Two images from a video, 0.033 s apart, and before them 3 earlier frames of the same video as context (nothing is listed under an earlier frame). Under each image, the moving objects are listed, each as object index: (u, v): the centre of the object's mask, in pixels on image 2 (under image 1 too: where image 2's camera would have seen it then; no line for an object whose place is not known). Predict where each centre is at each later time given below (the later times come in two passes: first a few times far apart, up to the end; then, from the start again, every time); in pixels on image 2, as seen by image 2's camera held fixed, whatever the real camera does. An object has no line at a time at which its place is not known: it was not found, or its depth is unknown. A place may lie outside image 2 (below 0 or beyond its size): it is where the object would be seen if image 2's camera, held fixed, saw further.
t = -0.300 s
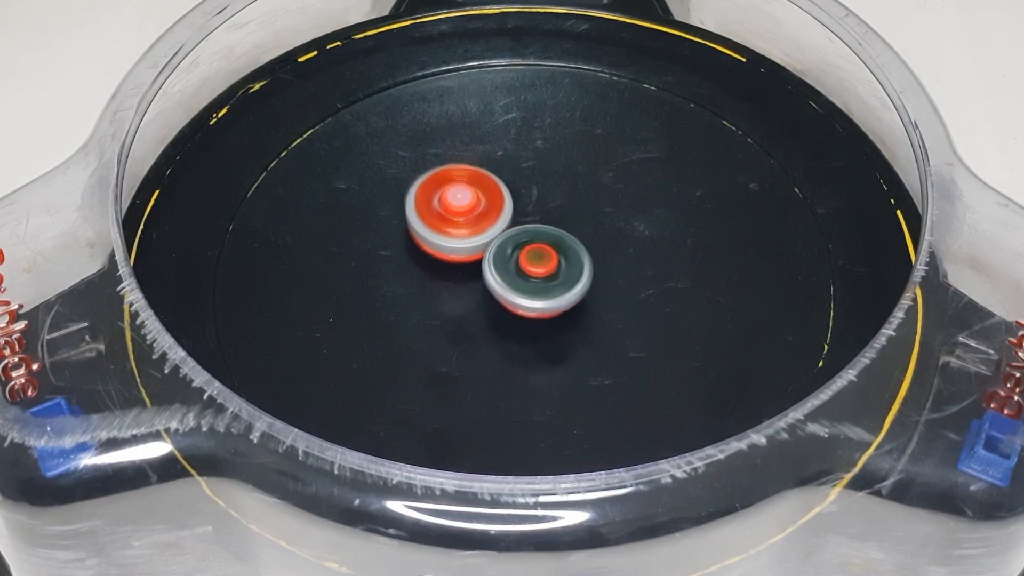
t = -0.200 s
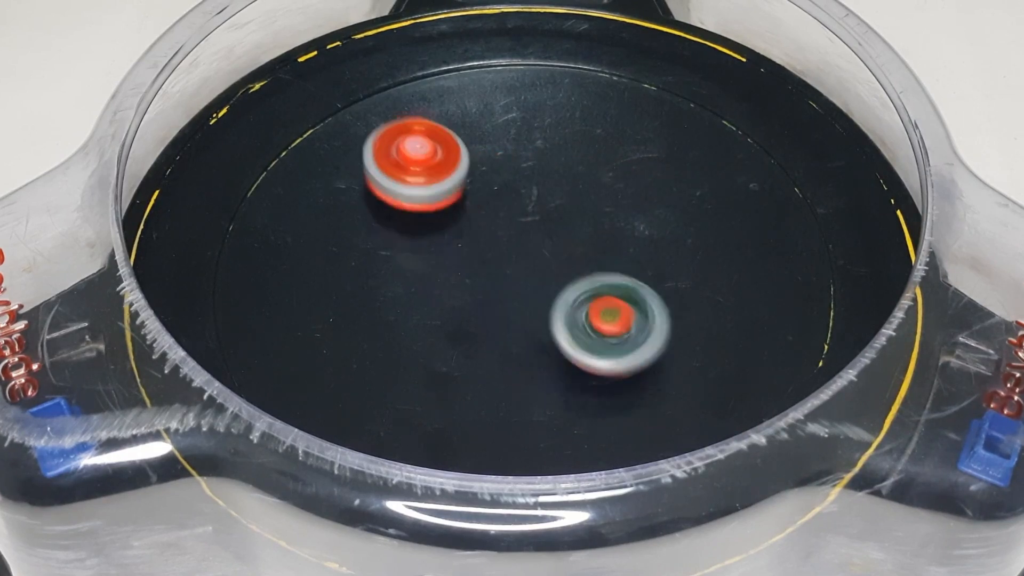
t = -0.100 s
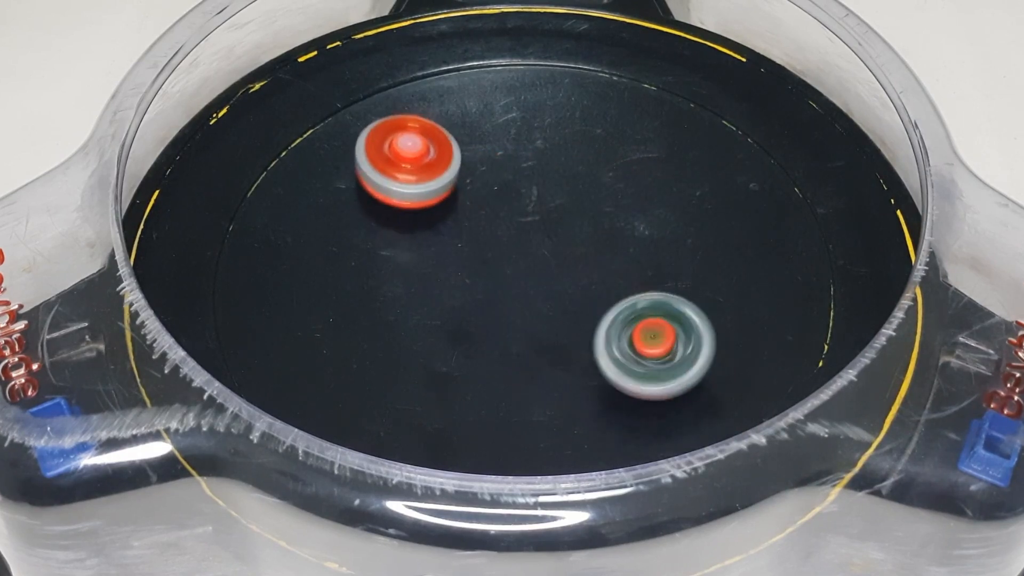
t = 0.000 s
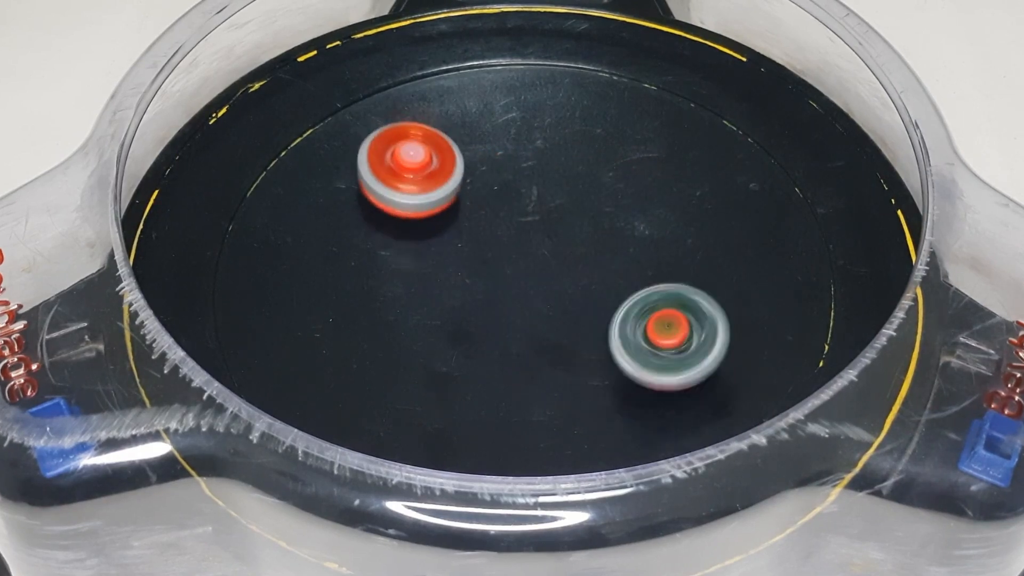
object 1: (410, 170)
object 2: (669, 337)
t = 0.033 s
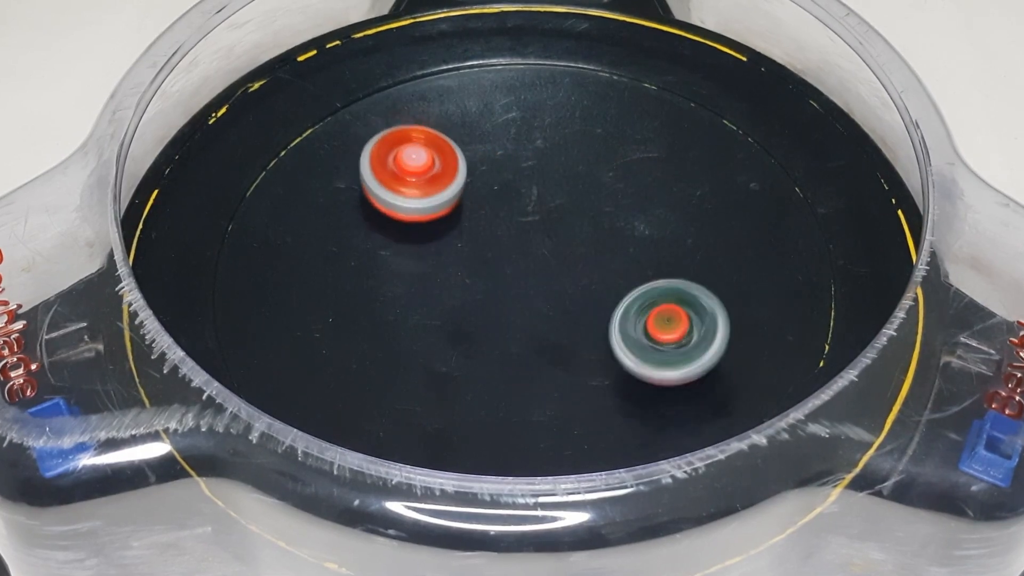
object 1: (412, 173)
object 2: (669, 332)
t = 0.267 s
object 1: (438, 197)
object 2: (628, 291)
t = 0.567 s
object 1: (458, 216)
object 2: (604, 283)
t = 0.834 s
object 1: (456, 239)
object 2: (638, 293)
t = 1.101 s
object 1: (475, 281)
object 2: (614, 267)
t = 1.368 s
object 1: (500, 312)
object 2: (594, 242)
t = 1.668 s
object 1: (523, 327)
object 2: (581, 219)
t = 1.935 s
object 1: (539, 322)
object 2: (578, 209)
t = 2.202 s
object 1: (554, 305)
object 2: (574, 212)
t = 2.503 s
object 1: (556, 318)
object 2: (572, 165)
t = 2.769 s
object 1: (569, 305)
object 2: (550, 182)
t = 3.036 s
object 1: (581, 280)
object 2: (528, 201)
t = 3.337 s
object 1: (601, 273)
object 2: (492, 198)
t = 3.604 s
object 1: (604, 262)
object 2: (480, 205)
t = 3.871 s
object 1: (597, 252)
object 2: (482, 215)
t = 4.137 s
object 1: (592, 245)
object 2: (483, 227)
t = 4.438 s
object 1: (645, 248)
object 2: (405, 219)
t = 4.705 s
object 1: (636, 247)
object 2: (456, 238)
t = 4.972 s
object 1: (603, 243)
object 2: (488, 244)
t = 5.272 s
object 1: (691, 219)
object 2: (320, 255)
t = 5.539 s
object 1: (669, 202)
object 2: (390, 292)
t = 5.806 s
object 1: (630, 202)
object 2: (517, 265)
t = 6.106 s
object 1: (606, 179)
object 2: (481, 289)
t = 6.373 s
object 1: (567, 175)
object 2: (501, 298)
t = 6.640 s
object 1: (533, 180)
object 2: (511, 303)
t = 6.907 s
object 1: (506, 190)
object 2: (522, 297)
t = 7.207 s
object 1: (482, 204)
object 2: (541, 285)
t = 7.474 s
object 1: (471, 219)
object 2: (558, 278)
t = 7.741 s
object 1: (468, 235)
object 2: (569, 276)
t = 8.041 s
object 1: (463, 247)
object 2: (581, 281)
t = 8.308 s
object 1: (464, 257)
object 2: (578, 275)
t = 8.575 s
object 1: (467, 264)
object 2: (585, 265)
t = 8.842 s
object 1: (475, 270)
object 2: (595, 255)
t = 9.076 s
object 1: (488, 276)
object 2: (597, 249)
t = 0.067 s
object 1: (416, 177)
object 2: (667, 327)
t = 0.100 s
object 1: (420, 181)
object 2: (664, 321)
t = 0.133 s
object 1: (424, 185)
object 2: (658, 315)
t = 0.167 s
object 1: (428, 188)
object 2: (652, 308)
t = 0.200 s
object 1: (431, 191)
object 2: (644, 302)
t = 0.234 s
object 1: (434, 194)
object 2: (636, 296)
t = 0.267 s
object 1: (438, 197)
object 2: (628, 291)
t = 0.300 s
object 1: (442, 200)
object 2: (619, 286)
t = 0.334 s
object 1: (446, 203)
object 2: (610, 281)
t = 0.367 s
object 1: (451, 207)
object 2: (602, 277)
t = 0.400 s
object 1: (457, 211)
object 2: (594, 274)
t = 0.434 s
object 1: (462, 216)
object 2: (587, 272)
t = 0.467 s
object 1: (468, 220)
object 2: (581, 270)
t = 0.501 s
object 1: (474, 225)
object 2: (577, 269)
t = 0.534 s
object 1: (472, 224)
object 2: (581, 272)
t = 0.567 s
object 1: (458, 216)
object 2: (604, 283)
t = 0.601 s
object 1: (449, 212)
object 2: (623, 292)
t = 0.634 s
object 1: (447, 211)
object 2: (636, 299)
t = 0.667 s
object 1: (448, 215)
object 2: (643, 302)
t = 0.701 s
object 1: (449, 219)
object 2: (645, 303)
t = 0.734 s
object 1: (451, 224)
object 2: (644, 301)
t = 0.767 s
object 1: (452, 229)
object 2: (643, 299)
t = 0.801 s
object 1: (454, 234)
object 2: (641, 296)
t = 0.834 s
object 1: (456, 239)
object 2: (638, 293)
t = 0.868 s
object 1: (458, 244)
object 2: (636, 290)
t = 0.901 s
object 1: (460, 250)
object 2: (633, 287)
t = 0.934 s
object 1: (462, 255)
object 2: (629, 284)
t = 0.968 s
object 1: (465, 260)
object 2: (627, 281)
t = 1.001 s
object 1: (467, 266)
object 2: (623, 277)
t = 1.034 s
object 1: (469, 271)
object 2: (620, 274)
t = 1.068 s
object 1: (472, 276)
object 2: (617, 271)
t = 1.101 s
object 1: (475, 281)
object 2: (614, 267)
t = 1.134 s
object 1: (478, 285)
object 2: (611, 264)
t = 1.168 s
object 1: (481, 290)
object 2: (608, 261)
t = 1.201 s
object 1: (485, 294)
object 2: (606, 257)
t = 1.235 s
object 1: (488, 298)
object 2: (603, 254)
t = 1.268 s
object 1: (491, 302)
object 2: (601, 251)
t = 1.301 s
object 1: (494, 305)
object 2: (598, 248)
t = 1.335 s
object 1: (497, 309)
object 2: (596, 245)
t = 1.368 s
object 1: (500, 312)
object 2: (594, 242)
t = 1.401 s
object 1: (503, 315)
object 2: (592, 239)
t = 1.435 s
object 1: (506, 317)
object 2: (590, 236)
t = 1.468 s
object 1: (509, 319)
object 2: (589, 233)
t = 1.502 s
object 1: (512, 321)
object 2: (587, 230)
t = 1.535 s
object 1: (514, 323)
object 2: (586, 227)
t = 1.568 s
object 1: (516, 324)
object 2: (584, 225)
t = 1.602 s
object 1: (519, 325)
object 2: (583, 223)
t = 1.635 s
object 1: (521, 326)
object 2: (582, 221)
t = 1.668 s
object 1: (523, 327)
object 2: (581, 219)
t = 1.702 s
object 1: (525, 327)
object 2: (581, 217)
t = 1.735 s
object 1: (527, 327)
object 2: (580, 215)
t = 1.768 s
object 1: (529, 327)
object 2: (579, 214)
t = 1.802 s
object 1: (531, 327)
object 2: (579, 212)
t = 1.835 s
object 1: (533, 326)
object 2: (579, 211)
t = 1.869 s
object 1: (535, 325)
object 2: (578, 211)
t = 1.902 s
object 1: (537, 324)
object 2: (578, 210)
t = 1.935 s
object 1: (539, 322)
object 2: (578, 209)
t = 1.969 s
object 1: (541, 320)
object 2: (578, 209)
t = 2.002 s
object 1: (543, 319)
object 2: (577, 209)
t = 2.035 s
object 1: (545, 317)
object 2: (577, 209)
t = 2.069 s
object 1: (547, 315)
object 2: (577, 210)
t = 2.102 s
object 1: (549, 312)
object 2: (576, 210)
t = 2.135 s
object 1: (550, 310)
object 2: (576, 211)
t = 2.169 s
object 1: (552, 308)
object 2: (575, 212)
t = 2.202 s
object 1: (554, 305)
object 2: (574, 212)
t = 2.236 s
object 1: (556, 303)
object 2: (573, 211)
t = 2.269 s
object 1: (552, 313)
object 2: (578, 195)
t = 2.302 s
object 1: (549, 321)
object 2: (581, 180)
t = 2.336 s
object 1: (548, 324)
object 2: (583, 169)
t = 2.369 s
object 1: (549, 323)
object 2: (583, 163)
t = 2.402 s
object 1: (550, 322)
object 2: (582, 162)
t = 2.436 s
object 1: (552, 321)
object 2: (579, 163)
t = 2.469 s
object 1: (554, 319)
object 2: (576, 164)
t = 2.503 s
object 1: (556, 318)
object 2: (572, 165)
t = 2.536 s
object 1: (558, 317)
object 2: (569, 167)
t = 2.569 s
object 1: (559, 316)
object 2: (566, 170)
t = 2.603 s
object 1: (561, 314)
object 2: (563, 172)
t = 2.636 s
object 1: (562, 313)
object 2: (560, 174)
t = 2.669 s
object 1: (564, 311)
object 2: (557, 176)
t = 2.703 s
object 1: (566, 309)
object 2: (555, 178)
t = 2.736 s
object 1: (567, 307)
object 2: (552, 180)
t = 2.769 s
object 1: (569, 305)
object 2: (550, 182)
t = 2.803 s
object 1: (570, 302)
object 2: (547, 184)
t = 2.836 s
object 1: (572, 299)
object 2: (545, 187)
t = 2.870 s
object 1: (574, 297)
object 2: (542, 189)
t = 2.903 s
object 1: (575, 293)
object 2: (540, 192)
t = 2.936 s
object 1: (577, 290)
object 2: (537, 194)
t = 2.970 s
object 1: (578, 287)
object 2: (534, 197)
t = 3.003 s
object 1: (580, 284)
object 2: (531, 199)
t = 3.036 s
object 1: (581, 280)
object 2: (528, 201)
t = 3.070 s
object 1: (585, 280)
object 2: (522, 199)
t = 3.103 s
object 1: (589, 283)
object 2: (515, 193)
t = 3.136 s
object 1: (591, 282)
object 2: (510, 191)
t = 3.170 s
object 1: (593, 280)
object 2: (507, 192)
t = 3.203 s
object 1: (595, 279)
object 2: (504, 193)
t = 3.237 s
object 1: (597, 277)
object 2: (501, 194)
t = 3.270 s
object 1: (598, 275)
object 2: (498, 196)
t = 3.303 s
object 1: (600, 274)
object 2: (495, 197)
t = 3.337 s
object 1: (601, 273)
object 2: (492, 198)
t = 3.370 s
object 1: (602, 271)
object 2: (490, 199)
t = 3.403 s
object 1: (602, 270)
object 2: (487, 200)
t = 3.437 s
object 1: (603, 268)
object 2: (485, 201)
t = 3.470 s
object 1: (603, 267)
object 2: (484, 202)
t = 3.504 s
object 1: (604, 266)
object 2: (483, 203)
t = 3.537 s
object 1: (604, 265)
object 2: (481, 204)
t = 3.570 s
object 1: (604, 263)
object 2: (480, 205)
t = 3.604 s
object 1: (604, 262)
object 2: (480, 205)
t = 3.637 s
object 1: (603, 261)
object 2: (479, 206)
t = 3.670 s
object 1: (603, 260)
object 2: (479, 207)
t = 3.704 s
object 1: (602, 258)
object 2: (479, 208)
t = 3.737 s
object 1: (602, 257)
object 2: (479, 209)
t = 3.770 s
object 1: (601, 256)
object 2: (480, 211)
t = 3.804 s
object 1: (600, 255)
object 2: (481, 212)
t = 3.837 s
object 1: (599, 254)
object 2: (481, 213)
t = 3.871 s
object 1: (597, 252)
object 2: (482, 215)
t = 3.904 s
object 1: (596, 251)
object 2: (483, 216)
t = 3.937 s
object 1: (594, 250)
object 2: (484, 218)
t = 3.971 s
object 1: (593, 249)
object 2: (486, 220)
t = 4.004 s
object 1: (595, 248)
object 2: (483, 221)
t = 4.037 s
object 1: (595, 248)
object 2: (481, 221)
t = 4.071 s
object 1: (594, 247)
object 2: (482, 223)
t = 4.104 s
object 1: (593, 246)
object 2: (483, 225)
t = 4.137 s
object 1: (592, 245)
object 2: (483, 227)
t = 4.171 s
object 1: (611, 247)
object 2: (459, 222)
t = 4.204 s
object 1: (628, 250)
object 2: (434, 216)
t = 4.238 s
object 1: (638, 252)
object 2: (416, 212)
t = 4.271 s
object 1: (642, 252)
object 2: (405, 210)
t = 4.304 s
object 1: (643, 251)
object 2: (400, 210)
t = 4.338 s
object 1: (645, 250)
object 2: (400, 212)
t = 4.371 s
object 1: (645, 249)
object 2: (401, 214)
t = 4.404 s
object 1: (645, 249)
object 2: (402, 217)
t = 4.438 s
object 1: (645, 248)
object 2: (405, 219)
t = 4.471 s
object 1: (645, 248)
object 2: (409, 222)
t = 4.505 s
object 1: (644, 247)
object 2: (414, 225)
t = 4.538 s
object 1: (644, 247)
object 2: (421, 228)
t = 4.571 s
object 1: (643, 247)
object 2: (428, 230)
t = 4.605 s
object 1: (642, 247)
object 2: (435, 233)
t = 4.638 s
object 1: (640, 247)
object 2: (443, 234)
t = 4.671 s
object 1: (638, 247)
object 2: (449, 236)
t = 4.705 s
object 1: (636, 247)
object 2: (456, 238)
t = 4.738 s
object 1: (633, 246)
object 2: (461, 239)
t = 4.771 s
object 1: (631, 246)
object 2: (466, 240)
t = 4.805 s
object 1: (627, 246)
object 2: (470, 240)
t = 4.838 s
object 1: (623, 246)
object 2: (473, 241)
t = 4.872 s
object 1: (619, 245)
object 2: (477, 241)
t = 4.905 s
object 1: (614, 245)
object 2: (481, 242)
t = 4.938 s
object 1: (608, 244)
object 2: (484, 243)
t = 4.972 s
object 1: (603, 243)
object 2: (488, 244)
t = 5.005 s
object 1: (601, 242)
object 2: (487, 246)
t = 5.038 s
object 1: (599, 240)
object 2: (484, 247)
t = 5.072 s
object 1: (596, 239)
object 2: (485, 248)
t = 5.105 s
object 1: (627, 235)
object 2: (446, 247)
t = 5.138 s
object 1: (656, 230)
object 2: (406, 246)
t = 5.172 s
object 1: (676, 228)
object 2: (373, 245)
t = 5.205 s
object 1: (689, 225)
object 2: (349, 246)
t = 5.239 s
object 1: (692, 222)
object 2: (331, 248)
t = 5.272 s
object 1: (691, 219)
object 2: (320, 255)
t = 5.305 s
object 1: (690, 215)
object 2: (315, 263)
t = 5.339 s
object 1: (688, 211)
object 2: (314, 273)
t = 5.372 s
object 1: (685, 209)
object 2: (318, 279)
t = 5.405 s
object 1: (682, 207)
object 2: (327, 285)
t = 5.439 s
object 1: (678, 206)
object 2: (339, 289)
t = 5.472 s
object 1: (675, 205)
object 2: (354, 292)
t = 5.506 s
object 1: (672, 203)
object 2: (371, 293)
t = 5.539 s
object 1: (669, 202)
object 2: (390, 292)
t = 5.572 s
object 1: (665, 202)
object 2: (410, 291)
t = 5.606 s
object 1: (660, 201)
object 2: (429, 289)
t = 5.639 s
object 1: (656, 201)
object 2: (447, 285)
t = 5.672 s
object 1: (651, 201)
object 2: (464, 281)
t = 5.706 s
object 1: (646, 201)
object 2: (480, 277)
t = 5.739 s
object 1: (641, 201)
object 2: (494, 273)
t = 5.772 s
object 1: (636, 201)
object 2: (507, 269)
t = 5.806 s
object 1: (630, 202)
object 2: (517, 265)
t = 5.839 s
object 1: (624, 202)
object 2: (524, 262)
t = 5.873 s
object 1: (618, 202)
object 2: (529, 260)
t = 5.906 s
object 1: (612, 201)
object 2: (533, 258)
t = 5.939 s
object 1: (615, 194)
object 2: (525, 263)
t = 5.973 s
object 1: (621, 187)
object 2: (508, 272)
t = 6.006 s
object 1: (620, 183)
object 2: (495, 280)
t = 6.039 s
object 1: (616, 182)
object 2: (486, 285)
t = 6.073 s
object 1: (611, 180)
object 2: (482, 288)
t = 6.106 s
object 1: (606, 179)
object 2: (481, 289)
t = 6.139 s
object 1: (601, 177)
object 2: (483, 290)
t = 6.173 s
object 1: (596, 176)
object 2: (486, 291)
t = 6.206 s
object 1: (591, 176)
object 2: (489, 292)
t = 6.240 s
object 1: (585, 175)
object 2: (492, 293)
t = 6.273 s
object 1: (580, 175)
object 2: (494, 295)
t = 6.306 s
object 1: (575, 175)
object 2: (496, 296)
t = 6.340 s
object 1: (571, 175)
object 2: (499, 297)
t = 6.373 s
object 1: (567, 175)
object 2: (501, 298)
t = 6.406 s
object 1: (562, 175)
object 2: (502, 299)
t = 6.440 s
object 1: (557, 176)
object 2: (504, 300)
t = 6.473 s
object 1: (553, 176)
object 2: (506, 301)
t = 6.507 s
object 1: (549, 176)
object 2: (507, 301)
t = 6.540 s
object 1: (545, 177)
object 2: (508, 302)
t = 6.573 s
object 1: (541, 178)
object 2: (509, 303)
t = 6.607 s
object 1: (537, 179)
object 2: (510, 303)
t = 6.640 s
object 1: (533, 180)
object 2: (511, 303)
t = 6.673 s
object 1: (529, 181)
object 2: (512, 303)
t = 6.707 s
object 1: (525, 182)
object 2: (513, 302)
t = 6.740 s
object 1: (522, 183)
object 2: (514, 302)
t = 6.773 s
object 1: (518, 184)
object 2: (515, 301)
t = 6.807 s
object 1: (515, 185)
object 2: (516, 301)
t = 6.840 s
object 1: (512, 187)
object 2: (518, 300)
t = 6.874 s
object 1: (509, 188)
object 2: (520, 298)
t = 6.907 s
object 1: (506, 190)
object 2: (522, 297)
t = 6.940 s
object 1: (503, 191)
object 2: (523, 296)
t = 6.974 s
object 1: (500, 193)
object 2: (525, 295)
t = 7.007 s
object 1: (497, 194)
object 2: (528, 293)
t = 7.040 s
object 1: (495, 196)
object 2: (529, 291)
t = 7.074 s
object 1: (492, 197)
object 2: (532, 290)
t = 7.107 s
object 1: (490, 199)
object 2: (534, 289)
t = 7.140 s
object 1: (488, 201)
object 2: (536, 287)
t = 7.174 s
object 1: (485, 202)
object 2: (538, 286)
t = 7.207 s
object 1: (482, 204)
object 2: (541, 285)
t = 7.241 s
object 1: (480, 206)
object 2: (544, 283)
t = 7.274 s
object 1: (478, 208)
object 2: (546, 282)
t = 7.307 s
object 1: (477, 210)
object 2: (548, 282)
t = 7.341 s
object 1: (476, 212)
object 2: (551, 281)
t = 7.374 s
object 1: (475, 214)
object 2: (552, 280)
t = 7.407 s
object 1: (473, 215)
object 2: (554, 279)
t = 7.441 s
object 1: (472, 217)
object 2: (556, 278)
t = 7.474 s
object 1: (471, 219)
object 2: (558, 278)
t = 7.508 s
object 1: (471, 221)
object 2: (560, 277)
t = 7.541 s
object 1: (470, 223)
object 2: (562, 277)
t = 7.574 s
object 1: (470, 225)
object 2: (563, 276)
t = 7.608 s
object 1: (469, 227)
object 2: (565, 276)
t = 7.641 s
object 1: (469, 229)
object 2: (566, 276)
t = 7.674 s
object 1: (468, 231)
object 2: (567, 276)
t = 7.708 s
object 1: (468, 233)
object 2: (568, 277)
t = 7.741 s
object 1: (468, 235)
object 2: (569, 276)
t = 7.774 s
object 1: (468, 237)
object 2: (569, 277)
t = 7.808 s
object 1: (468, 238)
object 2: (570, 277)
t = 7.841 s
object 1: (468, 240)
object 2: (571, 277)
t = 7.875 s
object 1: (468, 242)
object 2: (571, 277)
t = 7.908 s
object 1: (468, 244)
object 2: (570, 277)
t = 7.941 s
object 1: (466, 245)
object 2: (573, 278)
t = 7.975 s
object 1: (463, 244)
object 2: (579, 280)
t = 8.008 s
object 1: (463, 245)
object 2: (582, 281)
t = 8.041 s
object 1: (463, 247)
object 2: (581, 281)
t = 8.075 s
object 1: (463, 248)
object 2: (581, 281)
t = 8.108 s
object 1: (462, 249)
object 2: (581, 280)
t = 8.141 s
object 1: (462, 250)
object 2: (581, 279)
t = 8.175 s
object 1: (463, 252)
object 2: (580, 279)
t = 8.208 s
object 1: (463, 253)
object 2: (580, 278)
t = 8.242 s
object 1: (464, 255)
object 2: (579, 277)
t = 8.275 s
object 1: (464, 256)
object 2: (578, 276)
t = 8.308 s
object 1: (464, 257)
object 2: (578, 275)
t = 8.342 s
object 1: (465, 258)
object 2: (577, 273)
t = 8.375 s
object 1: (465, 259)
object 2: (577, 272)
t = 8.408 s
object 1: (463, 259)
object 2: (583, 272)
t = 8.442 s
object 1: (464, 260)
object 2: (584, 271)
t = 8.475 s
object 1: (464, 261)
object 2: (584, 270)
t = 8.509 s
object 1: (465, 262)
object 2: (584, 268)
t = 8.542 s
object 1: (465, 262)
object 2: (584, 267)
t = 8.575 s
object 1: (467, 264)
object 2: (585, 265)
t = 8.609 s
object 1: (467, 265)
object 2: (584, 264)
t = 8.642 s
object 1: (469, 266)
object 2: (585, 262)
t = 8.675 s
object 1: (470, 267)
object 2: (585, 261)
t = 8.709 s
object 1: (472, 267)
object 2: (585, 259)
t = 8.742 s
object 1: (472, 268)
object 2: (588, 258)
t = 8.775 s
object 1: (472, 268)
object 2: (593, 257)
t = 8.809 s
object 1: (473, 269)
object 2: (594, 256)
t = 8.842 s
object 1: (475, 270)
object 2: (595, 255)
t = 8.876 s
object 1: (476, 271)
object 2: (595, 254)
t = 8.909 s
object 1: (477, 272)
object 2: (596, 252)
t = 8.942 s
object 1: (479, 273)
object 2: (597, 252)
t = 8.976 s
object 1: (481, 274)
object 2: (597, 251)
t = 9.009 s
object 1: (483, 274)
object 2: (598, 250)
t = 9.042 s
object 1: (485, 275)
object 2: (597, 250)
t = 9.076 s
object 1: (488, 276)
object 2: (597, 249)
